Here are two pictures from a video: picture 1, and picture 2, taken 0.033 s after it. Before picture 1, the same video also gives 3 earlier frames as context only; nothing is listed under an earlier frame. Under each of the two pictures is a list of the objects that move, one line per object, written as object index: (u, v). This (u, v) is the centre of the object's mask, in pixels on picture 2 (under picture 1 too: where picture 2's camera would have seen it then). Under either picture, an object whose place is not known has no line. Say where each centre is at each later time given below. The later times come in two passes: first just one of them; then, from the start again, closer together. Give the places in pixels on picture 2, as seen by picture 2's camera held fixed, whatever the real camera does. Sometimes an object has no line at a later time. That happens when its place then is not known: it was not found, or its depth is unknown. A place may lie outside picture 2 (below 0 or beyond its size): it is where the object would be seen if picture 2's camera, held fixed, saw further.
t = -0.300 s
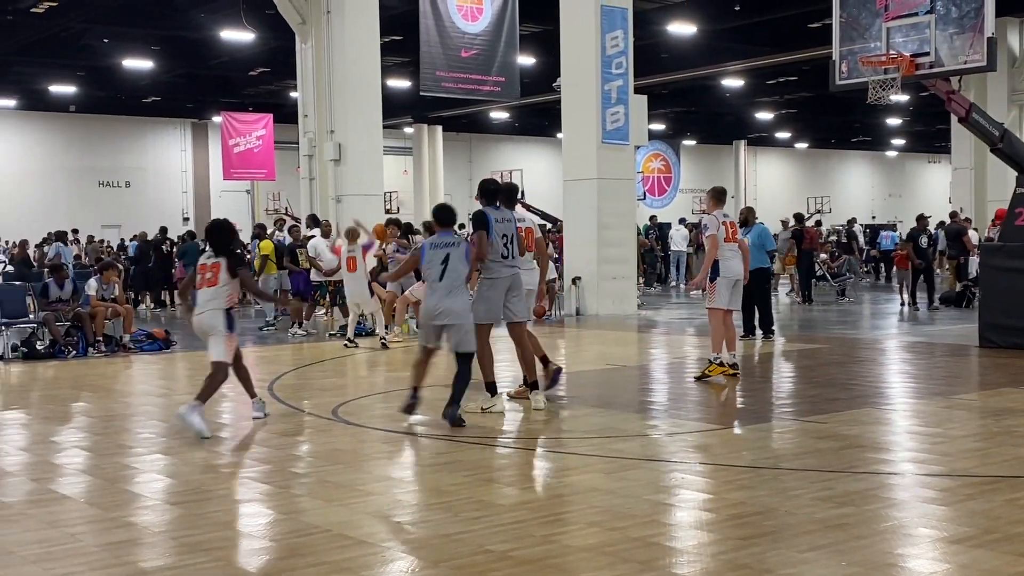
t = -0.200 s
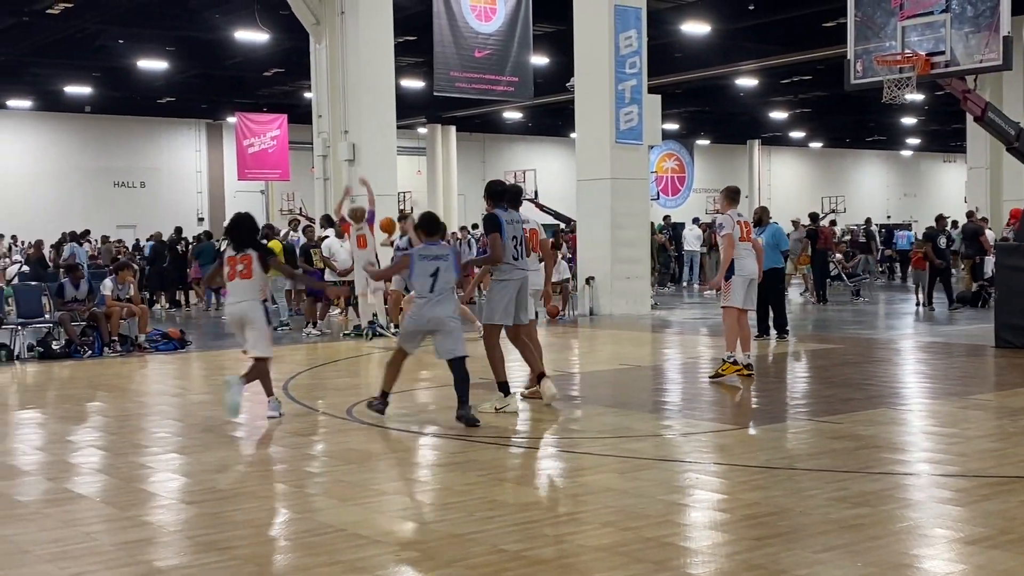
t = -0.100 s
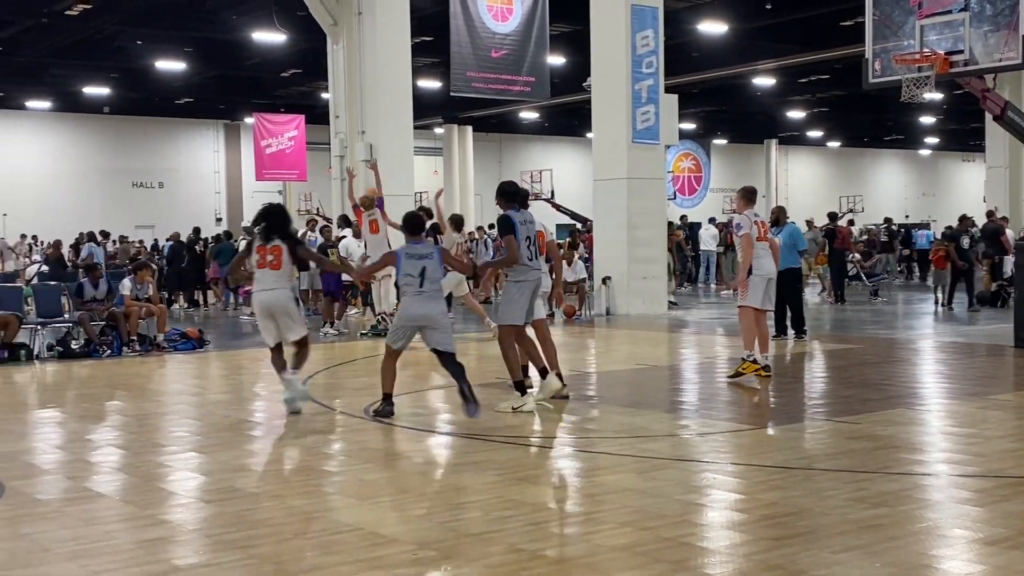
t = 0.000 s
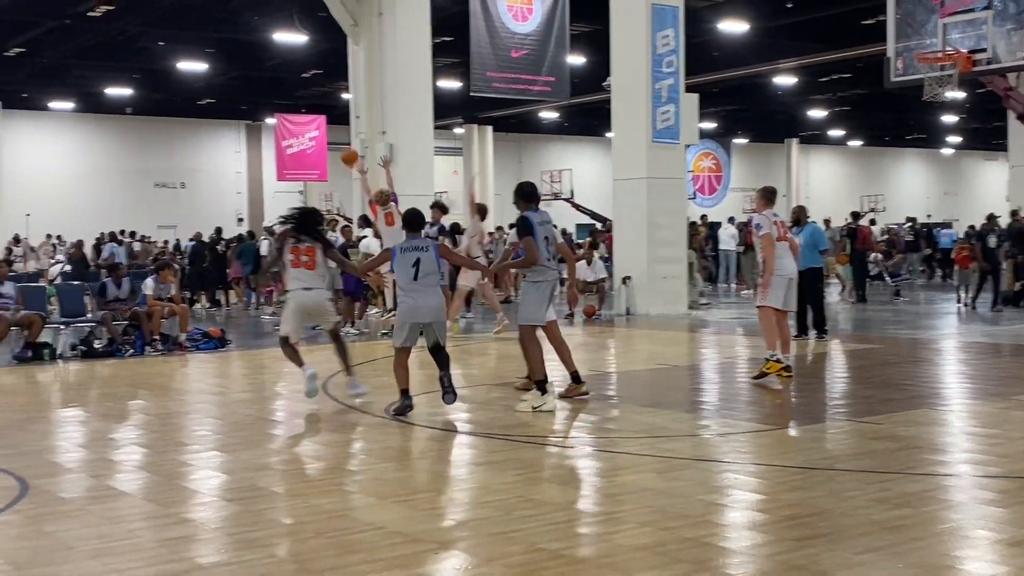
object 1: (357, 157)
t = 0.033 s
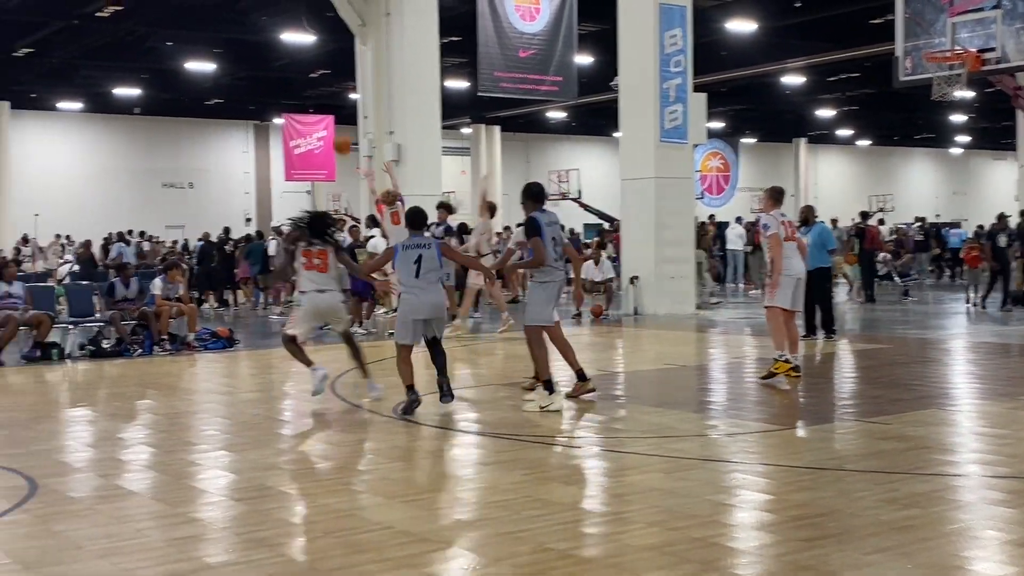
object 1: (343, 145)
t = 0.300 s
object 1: (197, 63)
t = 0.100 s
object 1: (309, 120)
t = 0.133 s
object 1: (291, 109)
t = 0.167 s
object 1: (274, 100)
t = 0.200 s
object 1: (256, 90)
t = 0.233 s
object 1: (238, 81)
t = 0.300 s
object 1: (197, 63)
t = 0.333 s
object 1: (176, 56)
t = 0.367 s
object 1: (155, 50)
